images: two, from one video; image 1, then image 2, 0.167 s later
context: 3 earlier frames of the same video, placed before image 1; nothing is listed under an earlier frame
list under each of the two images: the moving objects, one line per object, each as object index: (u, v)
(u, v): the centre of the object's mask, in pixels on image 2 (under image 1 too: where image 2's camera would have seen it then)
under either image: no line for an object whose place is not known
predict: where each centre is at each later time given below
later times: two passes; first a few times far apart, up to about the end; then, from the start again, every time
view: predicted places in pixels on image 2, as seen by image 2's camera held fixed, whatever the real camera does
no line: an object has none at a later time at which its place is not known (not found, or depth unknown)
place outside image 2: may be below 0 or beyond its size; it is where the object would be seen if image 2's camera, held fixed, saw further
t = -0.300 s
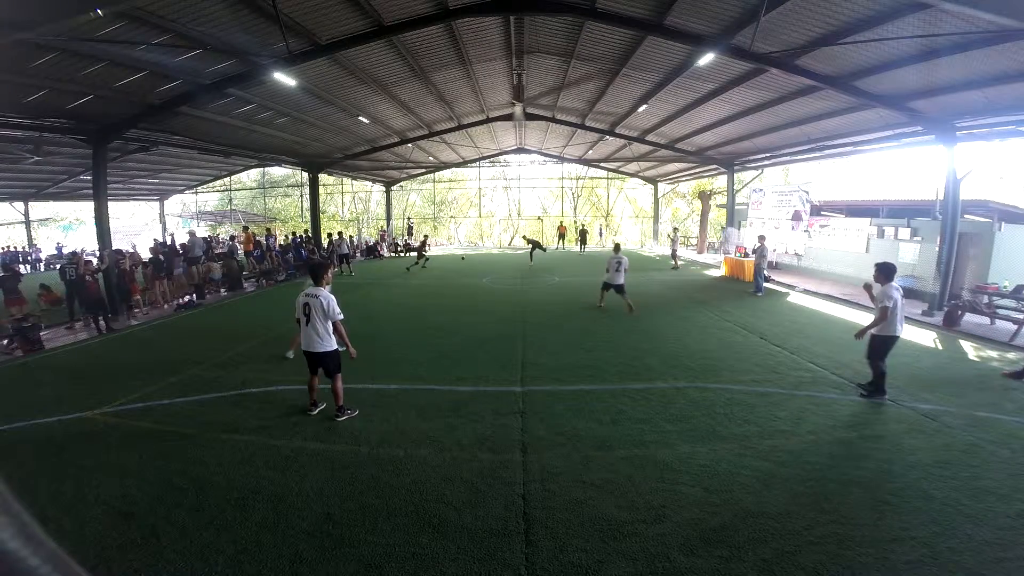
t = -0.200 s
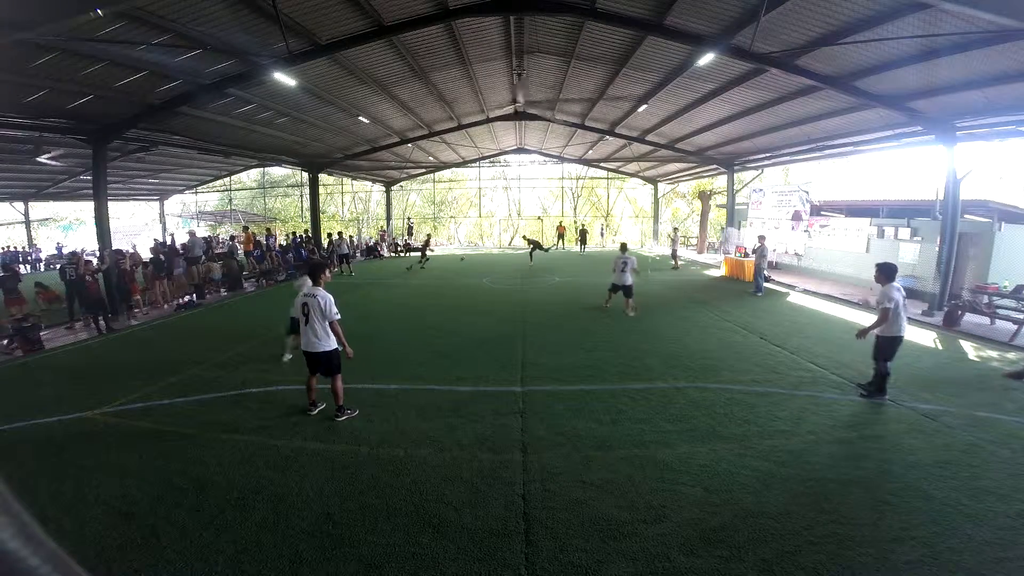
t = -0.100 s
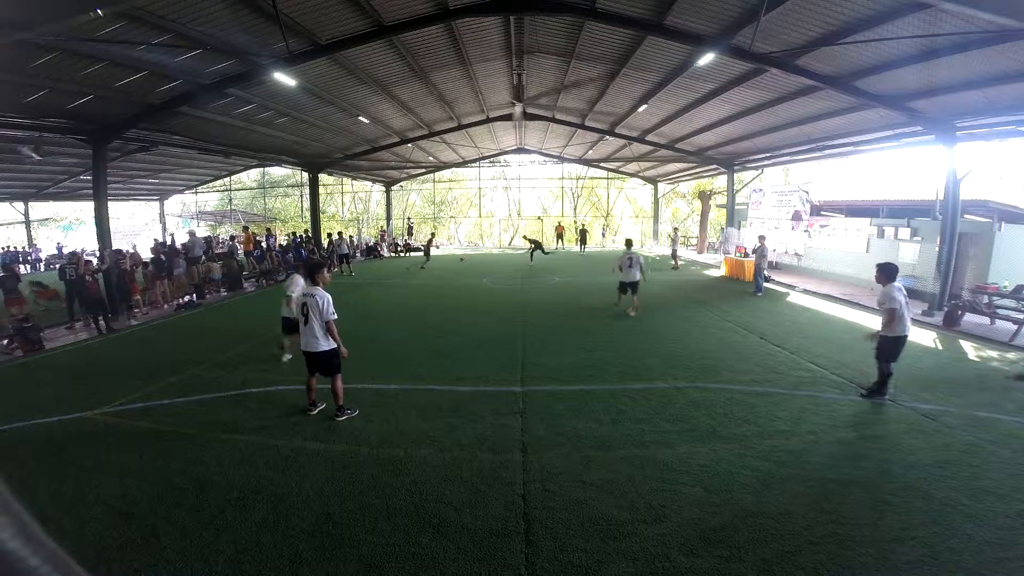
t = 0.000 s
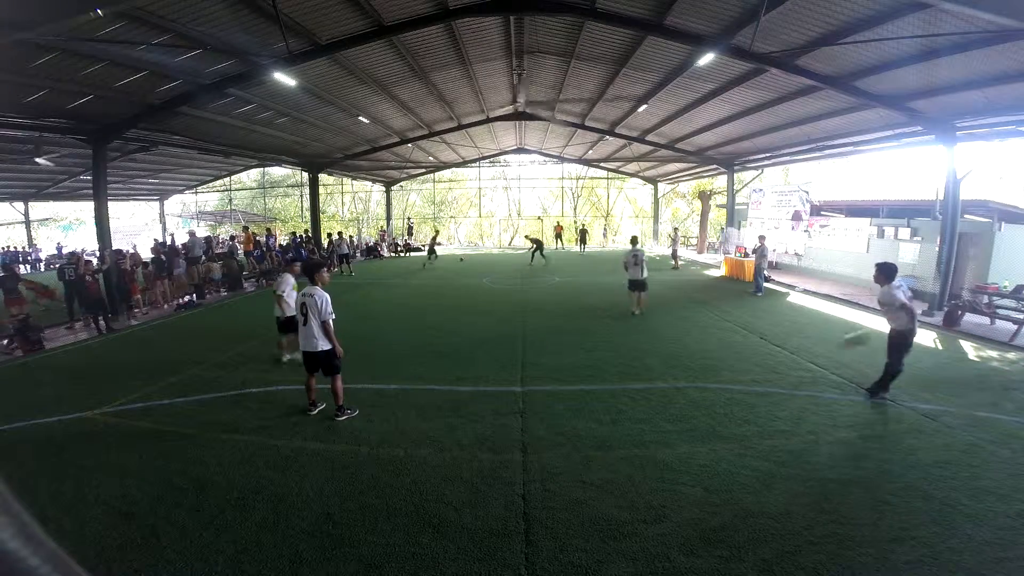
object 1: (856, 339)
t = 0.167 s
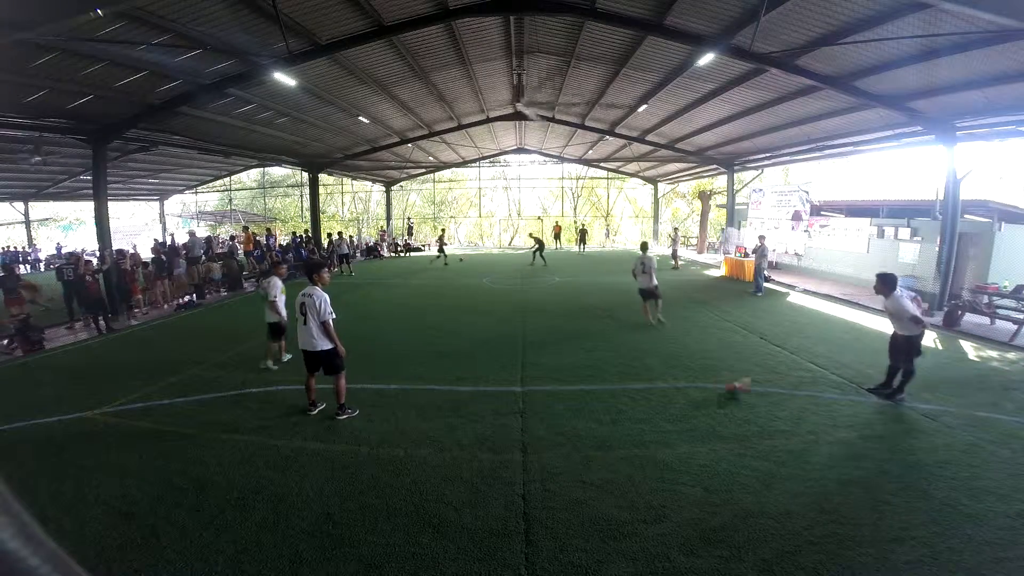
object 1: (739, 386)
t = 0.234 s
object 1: (713, 375)
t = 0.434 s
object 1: (640, 342)
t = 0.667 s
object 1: (563, 344)
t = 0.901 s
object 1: (496, 361)
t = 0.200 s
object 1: (725, 383)
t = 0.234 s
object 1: (713, 375)
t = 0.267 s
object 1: (701, 367)
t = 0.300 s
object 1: (690, 361)
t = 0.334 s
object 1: (678, 355)
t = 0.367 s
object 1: (666, 350)
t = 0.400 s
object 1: (655, 346)
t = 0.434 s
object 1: (640, 342)
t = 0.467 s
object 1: (630, 340)
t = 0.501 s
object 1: (617, 338)
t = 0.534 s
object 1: (605, 338)
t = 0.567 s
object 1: (594, 338)
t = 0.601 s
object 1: (582, 339)
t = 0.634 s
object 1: (572, 341)
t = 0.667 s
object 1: (563, 344)
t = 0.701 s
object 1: (553, 346)
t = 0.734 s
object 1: (540, 350)
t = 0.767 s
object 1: (531, 355)
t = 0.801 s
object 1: (521, 361)
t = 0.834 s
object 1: (511, 367)
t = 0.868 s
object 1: (504, 365)
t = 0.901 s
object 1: (496, 361)
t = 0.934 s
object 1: (487, 356)
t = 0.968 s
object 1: (477, 351)
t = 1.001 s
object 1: (468, 348)
